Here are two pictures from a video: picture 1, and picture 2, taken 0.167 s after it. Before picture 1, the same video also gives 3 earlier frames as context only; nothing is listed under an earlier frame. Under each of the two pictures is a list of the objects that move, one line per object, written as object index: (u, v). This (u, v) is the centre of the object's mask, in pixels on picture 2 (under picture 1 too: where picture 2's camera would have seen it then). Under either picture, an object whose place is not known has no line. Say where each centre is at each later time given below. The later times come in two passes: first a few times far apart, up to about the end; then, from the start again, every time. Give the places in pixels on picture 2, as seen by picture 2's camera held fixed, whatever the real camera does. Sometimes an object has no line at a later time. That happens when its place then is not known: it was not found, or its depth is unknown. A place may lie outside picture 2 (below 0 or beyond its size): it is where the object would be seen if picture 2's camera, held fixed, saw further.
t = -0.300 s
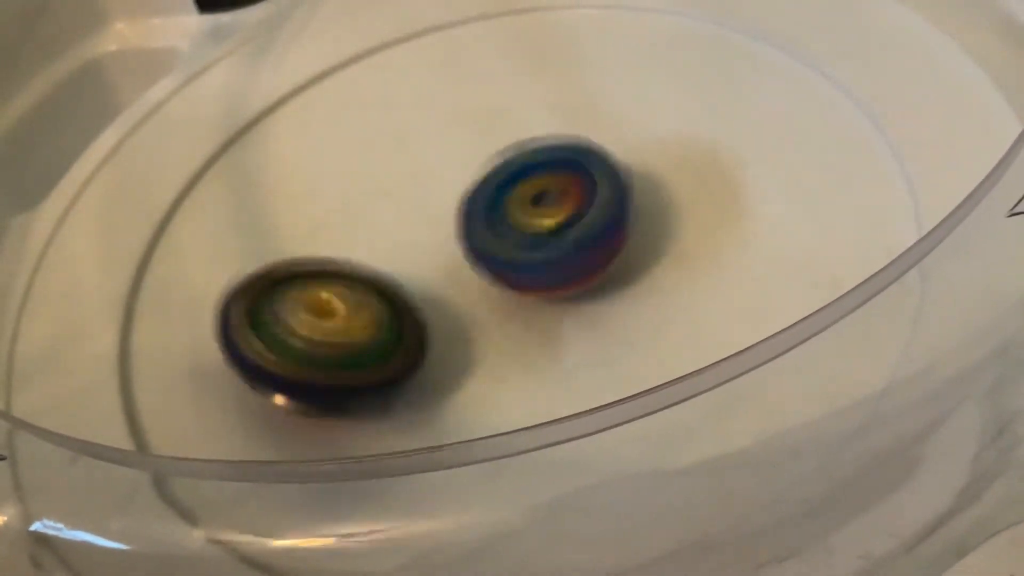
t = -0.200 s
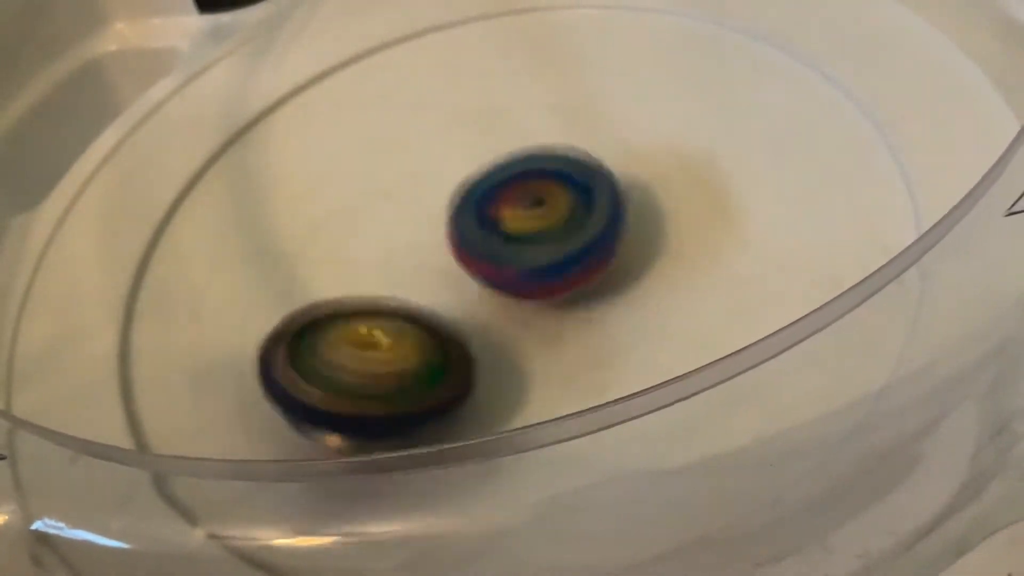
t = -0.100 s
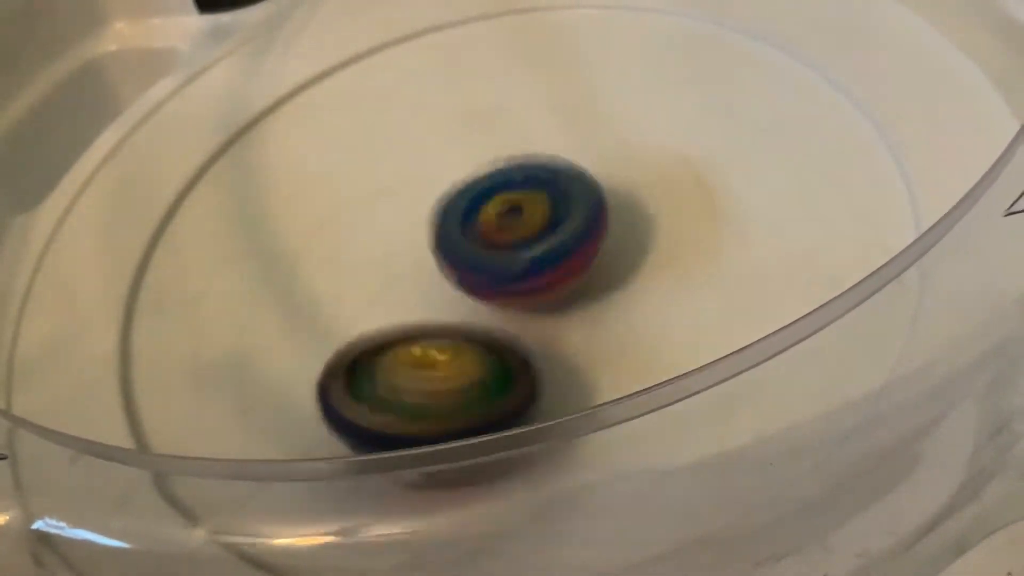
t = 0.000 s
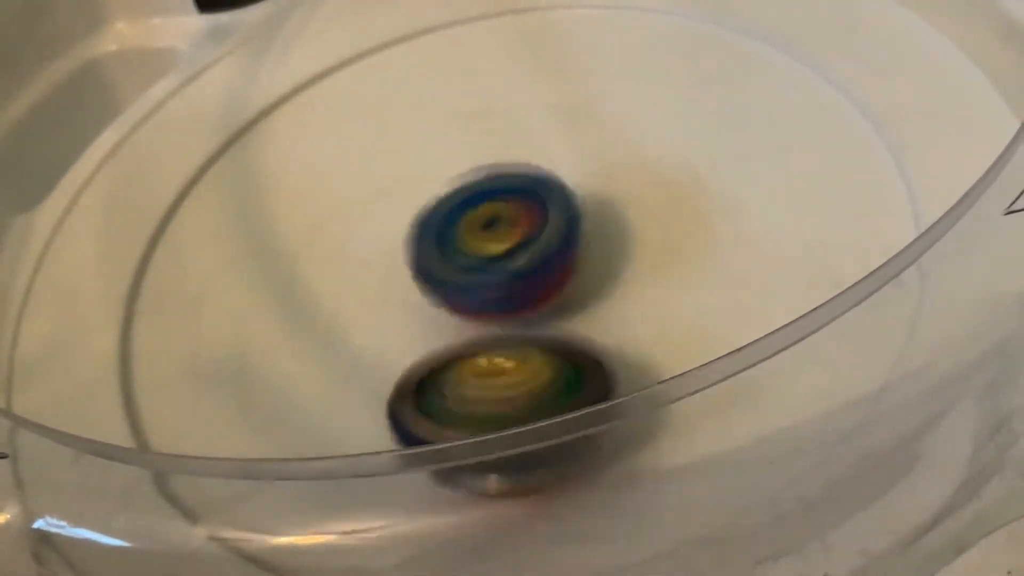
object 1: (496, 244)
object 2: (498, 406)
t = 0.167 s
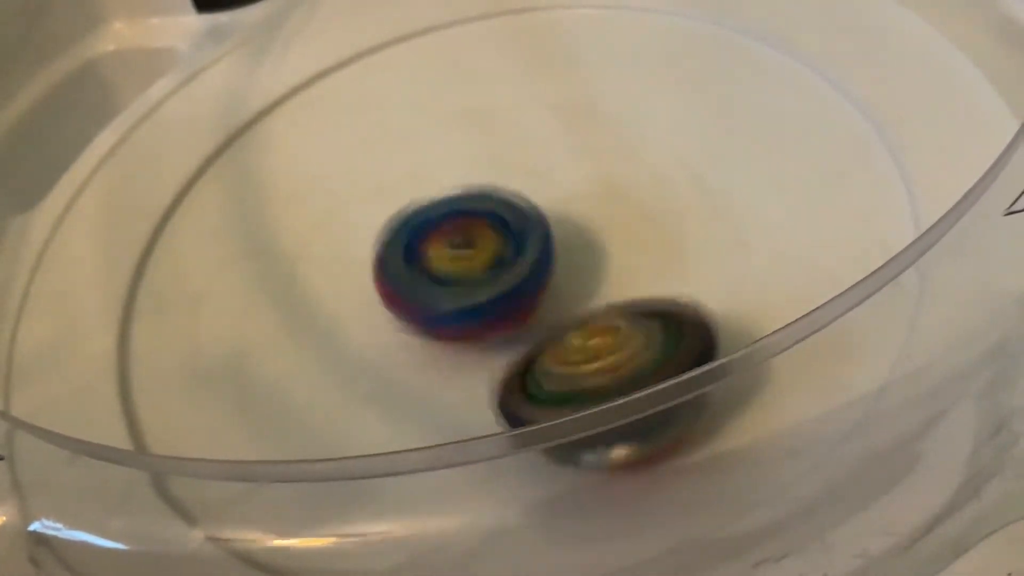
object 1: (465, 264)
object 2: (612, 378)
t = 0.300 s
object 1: (444, 277)
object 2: (659, 315)
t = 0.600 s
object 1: (433, 290)
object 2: (657, 161)
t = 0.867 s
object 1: (483, 280)
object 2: (528, 106)
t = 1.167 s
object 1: (549, 245)
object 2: (373, 166)
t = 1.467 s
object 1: (558, 228)
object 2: (311, 303)
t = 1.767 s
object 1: (515, 229)
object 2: (453, 384)
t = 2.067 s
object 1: (458, 241)
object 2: (662, 300)
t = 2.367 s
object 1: (448, 249)
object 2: (642, 166)
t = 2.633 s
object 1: (467, 261)
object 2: (498, 120)
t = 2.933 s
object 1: (506, 273)
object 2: (355, 193)
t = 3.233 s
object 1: (543, 276)
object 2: (326, 338)
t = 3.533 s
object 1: (548, 261)
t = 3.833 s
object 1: (523, 230)
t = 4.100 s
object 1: (494, 214)
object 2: (538, 446)
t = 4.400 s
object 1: (477, 228)
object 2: (541, 422)
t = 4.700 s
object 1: (458, 259)
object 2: (546, 425)
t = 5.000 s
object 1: (462, 280)
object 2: (544, 425)
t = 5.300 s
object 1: (496, 271)
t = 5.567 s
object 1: (519, 257)
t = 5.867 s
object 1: (525, 247)
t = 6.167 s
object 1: (512, 242)
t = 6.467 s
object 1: (490, 240)
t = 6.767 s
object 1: (483, 236)
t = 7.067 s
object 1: (471, 243)
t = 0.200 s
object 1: (460, 267)
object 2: (625, 365)
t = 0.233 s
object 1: (455, 273)
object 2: (635, 340)
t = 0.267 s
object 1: (450, 273)
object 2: (651, 327)
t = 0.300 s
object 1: (444, 277)
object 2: (659, 315)
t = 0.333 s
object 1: (442, 279)
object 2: (674, 300)
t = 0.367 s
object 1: (433, 284)
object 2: (683, 284)
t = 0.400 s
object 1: (433, 283)
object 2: (684, 267)
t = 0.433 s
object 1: (427, 286)
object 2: (688, 247)
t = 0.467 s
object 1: (431, 286)
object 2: (688, 229)
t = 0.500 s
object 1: (423, 289)
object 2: (681, 212)
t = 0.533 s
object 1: (427, 289)
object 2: (673, 191)
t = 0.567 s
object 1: (422, 291)
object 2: (666, 175)
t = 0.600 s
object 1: (433, 290)
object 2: (657, 161)
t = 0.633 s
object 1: (431, 291)
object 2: (644, 150)
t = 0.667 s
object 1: (442, 289)
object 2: (630, 139)
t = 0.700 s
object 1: (443, 290)
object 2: (616, 130)
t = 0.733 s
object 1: (454, 287)
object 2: (599, 125)
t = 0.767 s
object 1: (455, 287)
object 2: (583, 117)
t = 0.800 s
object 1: (467, 283)
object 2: (567, 114)
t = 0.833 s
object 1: (470, 283)
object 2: (548, 109)
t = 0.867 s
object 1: (483, 280)
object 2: (528, 106)
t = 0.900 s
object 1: (487, 279)
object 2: (511, 109)
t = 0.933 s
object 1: (500, 273)
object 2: (493, 112)
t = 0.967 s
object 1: (507, 273)
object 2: (473, 116)
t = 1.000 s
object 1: (515, 266)
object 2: (456, 120)
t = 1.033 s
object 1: (525, 264)
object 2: (439, 129)
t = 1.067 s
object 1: (531, 257)
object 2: (418, 135)
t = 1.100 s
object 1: (538, 254)
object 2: (402, 143)
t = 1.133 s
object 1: (541, 247)
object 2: (387, 154)
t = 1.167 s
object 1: (549, 245)
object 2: (373, 166)
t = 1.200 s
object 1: (549, 241)
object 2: (357, 178)
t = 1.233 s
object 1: (554, 238)
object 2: (343, 190)
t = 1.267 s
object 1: (555, 235)
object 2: (333, 205)
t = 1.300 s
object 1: (560, 233)
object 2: (324, 221)
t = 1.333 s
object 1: (558, 230)
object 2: (316, 236)
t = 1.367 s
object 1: (563, 229)
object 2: (311, 252)
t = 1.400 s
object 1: (557, 229)
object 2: (311, 270)
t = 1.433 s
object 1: (562, 225)
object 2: (308, 286)
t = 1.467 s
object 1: (558, 228)
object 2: (311, 303)
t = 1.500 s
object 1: (554, 226)
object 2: (315, 317)
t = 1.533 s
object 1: (553, 226)
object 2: (328, 331)
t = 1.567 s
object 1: (546, 225)
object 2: (335, 347)
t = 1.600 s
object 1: (545, 227)
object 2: (351, 361)
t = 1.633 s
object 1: (537, 226)
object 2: (365, 371)
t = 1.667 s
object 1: (536, 228)
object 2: (388, 376)
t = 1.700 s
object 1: (527, 227)
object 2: (405, 382)
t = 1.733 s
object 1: (524, 228)
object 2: (430, 385)
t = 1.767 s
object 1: (515, 229)
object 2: (453, 384)
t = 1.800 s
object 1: (510, 230)
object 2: (482, 381)
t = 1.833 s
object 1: (506, 230)
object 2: (508, 376)
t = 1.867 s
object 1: (496, 231)
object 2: (533, 372)
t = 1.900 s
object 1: (489, 232)
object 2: (560, 365)
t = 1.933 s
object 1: (480, 232)
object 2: (583, 352)
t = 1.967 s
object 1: (478, 234)
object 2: (607, 341)
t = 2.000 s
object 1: (467, 237)
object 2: (628, 330)
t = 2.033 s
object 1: (464, 237)
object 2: (644, 318)
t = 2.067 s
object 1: (458, 241)
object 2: (662, 300)
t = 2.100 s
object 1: (451, 241)
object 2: (673, 288)
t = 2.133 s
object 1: (452, 243)
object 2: (681, 270)
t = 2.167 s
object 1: (445, 244)
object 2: (684, 252)
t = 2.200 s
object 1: (446, 244)
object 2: (680, 237)
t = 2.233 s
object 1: (445, 246)
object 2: (679, 218)
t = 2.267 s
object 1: (444, 246)
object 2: (673, 204)
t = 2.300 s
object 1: (445, 247)
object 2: (666, 186)
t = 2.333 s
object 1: (444, 247)
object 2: (655, 175)
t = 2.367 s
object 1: (448, 249)
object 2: (642, 166)
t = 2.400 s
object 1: (444, 251)
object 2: (629, 155)
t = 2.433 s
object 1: (450, 249)
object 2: (611, 148)
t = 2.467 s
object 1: (452, 253)
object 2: (594, 138)
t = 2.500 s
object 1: (450, 254)
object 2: (575, 133)
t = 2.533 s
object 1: (457, 255)
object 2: (557, 126)
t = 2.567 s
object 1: (458, 258)
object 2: (539, 121)
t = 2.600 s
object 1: (462, 258)
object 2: (517, 121)
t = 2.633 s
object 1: (467, 261)
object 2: (498, 120)
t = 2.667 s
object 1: (470, 263)
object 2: (477, 121)
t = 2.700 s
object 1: (476, 266)
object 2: (458, 126)
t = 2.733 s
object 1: (479, 267)
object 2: (440, 132)
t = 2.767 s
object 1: (491, 265)
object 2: (423, 139)
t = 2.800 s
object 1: (493, 273)
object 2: (406, 147)
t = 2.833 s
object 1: (492, 272)
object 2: (389, 157)
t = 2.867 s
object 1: (498, 272)
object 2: (377, 169)
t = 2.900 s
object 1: (501, 274)
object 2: (366, 180)
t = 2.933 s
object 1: (506, 273)
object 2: (355, 193)
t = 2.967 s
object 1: (507, 278)
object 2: (347, 208)
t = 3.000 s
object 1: (510, 276)
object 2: (342, 224)
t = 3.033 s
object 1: (517, 278)
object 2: (335, 240)
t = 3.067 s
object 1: (512, 280)
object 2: (331, 258)
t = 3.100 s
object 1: (518, 278)
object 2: (329, 274)
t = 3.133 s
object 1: (528, 278)
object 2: (324, 291)
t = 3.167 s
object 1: (529, 279)
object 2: (325, 309)
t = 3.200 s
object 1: (537, 275)
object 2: (327, 324)
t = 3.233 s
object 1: (543, 276)
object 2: (326, 338)
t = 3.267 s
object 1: (544, 275)
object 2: (328, 353)
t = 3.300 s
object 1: (549, 274)
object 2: (338, 366)
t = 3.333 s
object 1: (549, 272)
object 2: (344, 375)
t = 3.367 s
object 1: (553, 269)
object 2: (354, 383)
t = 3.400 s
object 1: (556, 269)
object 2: (365, 389)
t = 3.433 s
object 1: (552, 266)
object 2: (376, 393)
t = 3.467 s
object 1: (555, 262)
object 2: (392, 396)
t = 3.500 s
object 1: (554, 262)
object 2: (404, 398)
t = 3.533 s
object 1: (548, 261)
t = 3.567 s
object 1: (549, 258)
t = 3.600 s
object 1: (546, 257)
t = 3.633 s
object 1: (543, 253)
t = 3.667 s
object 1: (542, 251)
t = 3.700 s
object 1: (534, 248)
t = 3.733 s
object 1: (534, 243)
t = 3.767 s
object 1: (533, 239)
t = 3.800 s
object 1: (525, 235)
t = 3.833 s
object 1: (523, 230)
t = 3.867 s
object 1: (521, 226)
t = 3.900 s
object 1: (516, 224)
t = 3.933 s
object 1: (514, 220)
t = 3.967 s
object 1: (510, 219)
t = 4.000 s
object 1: (505, 217)
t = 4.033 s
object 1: (505, 214)
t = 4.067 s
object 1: (499, 214)
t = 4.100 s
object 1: (494, 214)
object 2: (538, 446)
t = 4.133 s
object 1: (495, 213)
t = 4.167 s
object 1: (490, 217)
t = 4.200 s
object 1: (485, 216)
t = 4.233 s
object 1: (489, 216)
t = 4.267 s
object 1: (485, 221)
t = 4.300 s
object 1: (478, 223)
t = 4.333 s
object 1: (480, 223)
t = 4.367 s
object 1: (480, 225)
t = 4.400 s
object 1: (477, 228)
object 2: (541, 422)
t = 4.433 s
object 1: (476, 230)
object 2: (541, 423)
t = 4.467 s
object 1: (473, 233)
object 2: (539, 425)
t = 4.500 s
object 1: (470, 237)
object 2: (537, 428)
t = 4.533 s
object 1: (470, 239)
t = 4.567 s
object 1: (466, 244)
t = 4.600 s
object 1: (463, 247)
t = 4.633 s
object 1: (466, 249)
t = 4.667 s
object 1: (464, 255)
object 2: (545, 426)
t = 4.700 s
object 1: (458, 259)
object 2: (546, 425)
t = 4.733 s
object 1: (461, 259)
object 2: (545, 425)
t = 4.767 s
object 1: (463, 261)
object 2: (545, 425)
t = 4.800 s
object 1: (462, 266)
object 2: (543, 426)
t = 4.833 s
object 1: (460, 267)
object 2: (541, 426)
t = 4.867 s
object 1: (460, 271)
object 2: (540, 426)
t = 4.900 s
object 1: (460, 272)
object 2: (540, 426)
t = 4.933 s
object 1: (462, 274)
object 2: (540, 426)
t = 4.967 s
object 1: (465, 277)
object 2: (542, 426)
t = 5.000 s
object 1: (462, 280)
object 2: (544, 425)
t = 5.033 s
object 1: (465, 277)
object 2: (545, 424)
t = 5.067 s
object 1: (476, 276)
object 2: (545, 424)
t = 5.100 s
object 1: (479, 278)
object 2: (543, 424)
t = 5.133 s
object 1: (475, 280)
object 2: (543, 424)
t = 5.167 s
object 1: (479, 274)
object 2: (543, 424)
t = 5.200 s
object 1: (484, 272)
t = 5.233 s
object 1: (487, 272)
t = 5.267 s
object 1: (492, 272)
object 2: (543, 426)
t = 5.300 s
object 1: (496, 271)
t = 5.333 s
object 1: (497, 270)
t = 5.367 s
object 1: (499, 267)
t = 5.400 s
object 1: (505, 261)
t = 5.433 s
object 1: (508, 262)
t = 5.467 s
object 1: (509, 260)
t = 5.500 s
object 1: (512, 257)
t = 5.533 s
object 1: (517, 256)
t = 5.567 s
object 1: (519, 257)
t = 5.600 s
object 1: (518, 256)
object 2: (543, 426)
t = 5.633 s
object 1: (521, 252)
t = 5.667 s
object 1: (522, 252)
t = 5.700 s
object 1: (520, 252)
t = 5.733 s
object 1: (522, 250)
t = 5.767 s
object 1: (528, 250)
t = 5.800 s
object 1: (528, 251)
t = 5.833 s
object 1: (525, 250)
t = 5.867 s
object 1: (525, 247)
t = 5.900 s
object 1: (524, 248)
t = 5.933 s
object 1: (522, 248)
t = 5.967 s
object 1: (522, 246)
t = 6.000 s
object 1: (524, 245)
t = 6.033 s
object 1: (522, 245)
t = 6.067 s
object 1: (515, 245)
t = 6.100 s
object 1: (513, 244)
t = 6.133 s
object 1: (513, 243)
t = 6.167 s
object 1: (512, 242)
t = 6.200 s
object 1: (508, 240)
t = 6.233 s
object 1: (505, 239)
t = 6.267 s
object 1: (499, 241)
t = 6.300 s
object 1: (495, 242)
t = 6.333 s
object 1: (492, 240)
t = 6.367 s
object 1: (496, 239)
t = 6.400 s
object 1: (497, 239)
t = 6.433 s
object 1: (493, 241)
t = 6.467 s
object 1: (490, 240)
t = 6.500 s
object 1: (489, 238)
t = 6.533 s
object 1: (487, 238)
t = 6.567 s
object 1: (484, 237)
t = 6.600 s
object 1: (487, 236)
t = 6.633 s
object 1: (491, 236)
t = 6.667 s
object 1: (488, 238)
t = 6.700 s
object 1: (481, 239)
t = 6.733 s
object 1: (480, 238)
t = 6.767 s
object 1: (483, 236)
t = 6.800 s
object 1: (486, 235)
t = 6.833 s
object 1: (483, 238)
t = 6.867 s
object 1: (478, 241)
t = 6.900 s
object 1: (474, 241)
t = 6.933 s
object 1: (476, 239)
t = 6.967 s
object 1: (480, 238)
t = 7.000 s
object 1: (484, 240)
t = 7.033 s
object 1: (480, 244)
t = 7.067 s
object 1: (471, 243)
